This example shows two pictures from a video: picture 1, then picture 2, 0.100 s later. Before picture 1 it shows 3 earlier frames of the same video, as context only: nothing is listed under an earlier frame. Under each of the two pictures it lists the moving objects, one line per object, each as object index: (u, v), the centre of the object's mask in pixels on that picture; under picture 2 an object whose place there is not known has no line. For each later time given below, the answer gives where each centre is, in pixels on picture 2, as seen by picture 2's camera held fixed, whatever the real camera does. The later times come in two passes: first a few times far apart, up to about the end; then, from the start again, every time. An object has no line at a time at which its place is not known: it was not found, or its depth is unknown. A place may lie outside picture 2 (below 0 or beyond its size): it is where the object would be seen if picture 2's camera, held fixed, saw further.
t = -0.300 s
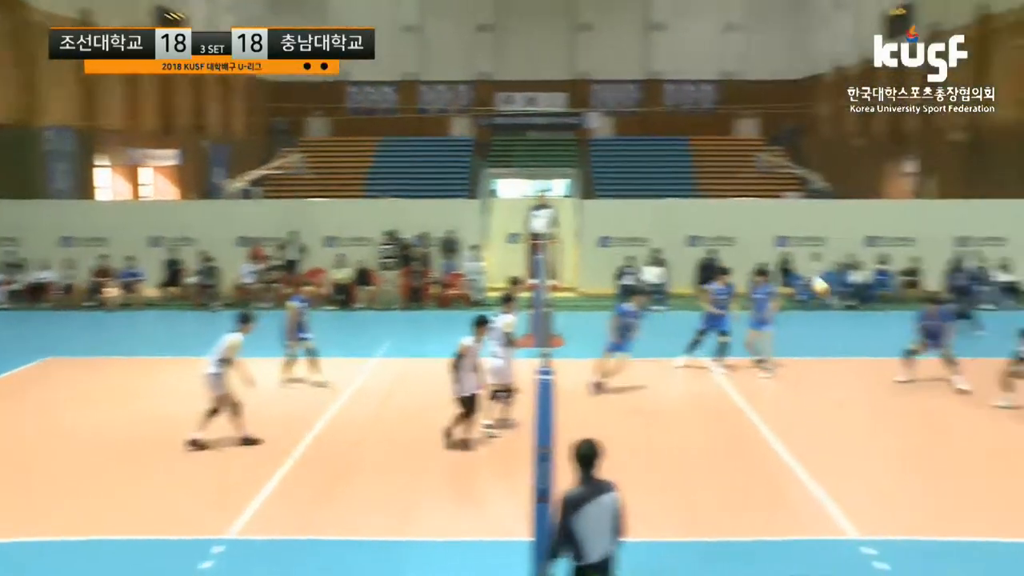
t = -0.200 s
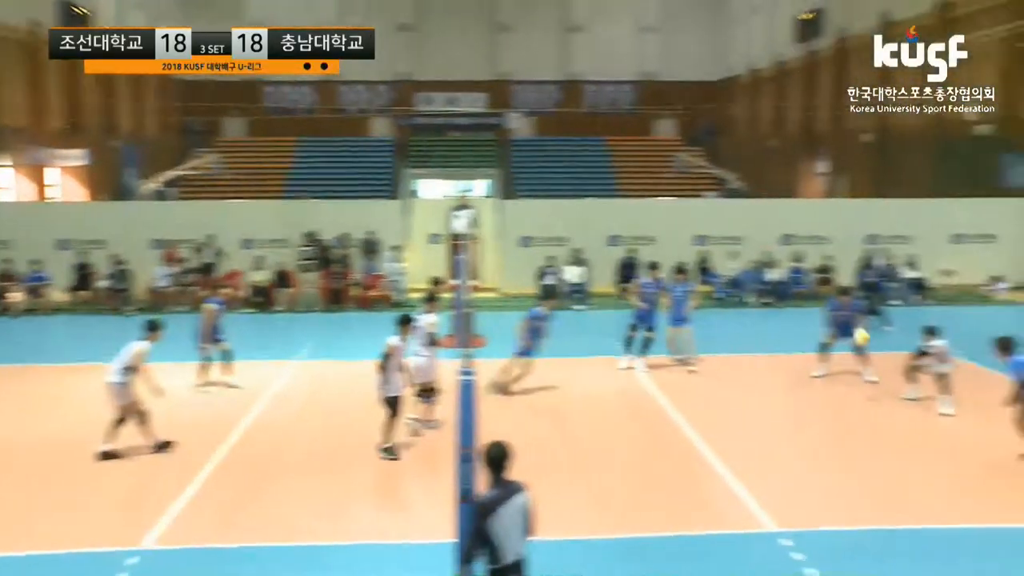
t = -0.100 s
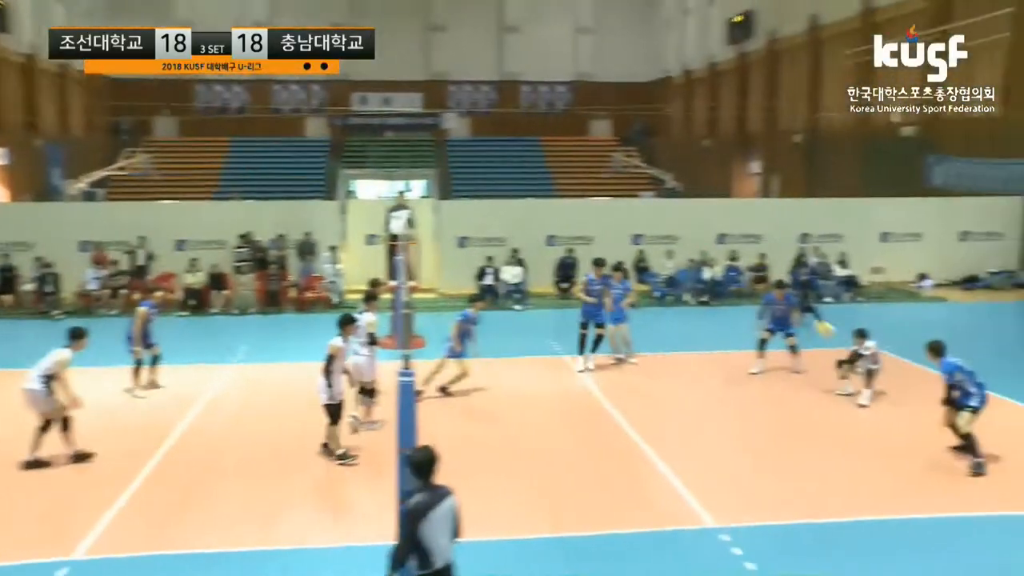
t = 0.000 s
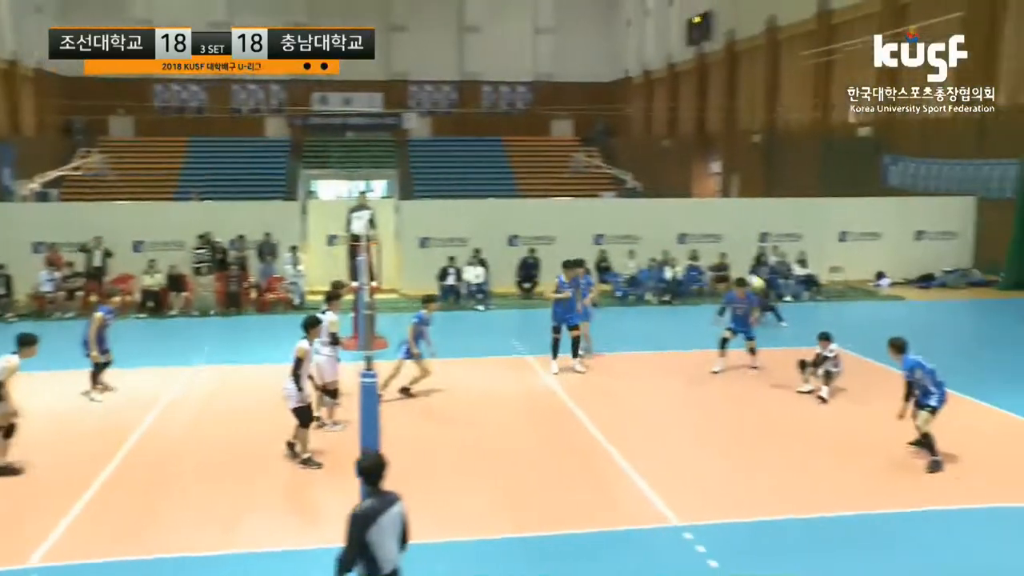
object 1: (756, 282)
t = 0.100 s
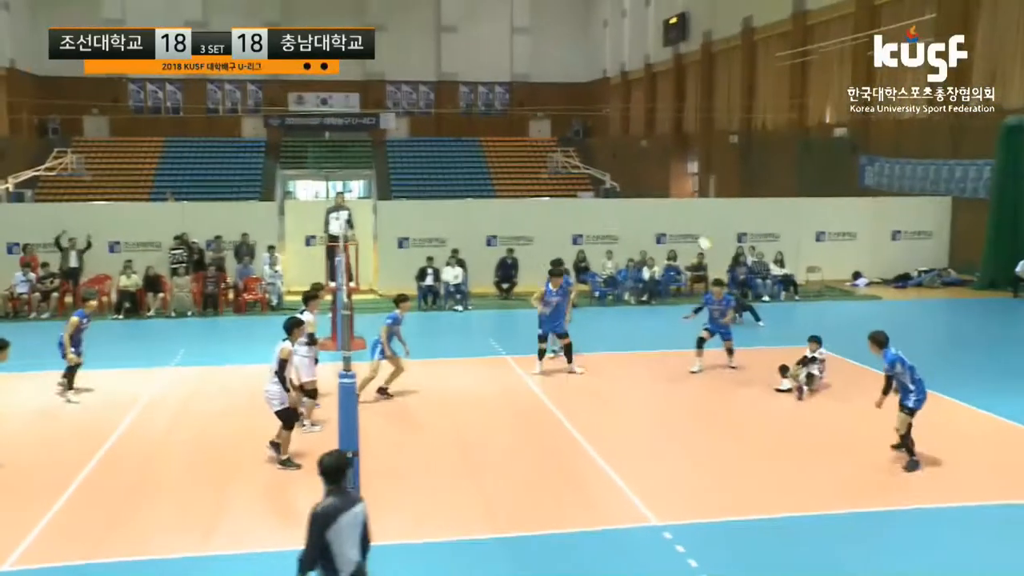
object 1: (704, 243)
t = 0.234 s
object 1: (666, 203)
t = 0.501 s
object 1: (595, 155)
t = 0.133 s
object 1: (695, 233)
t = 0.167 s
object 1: (686, 223)
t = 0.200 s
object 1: (676, 214)
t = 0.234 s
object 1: (666, 203)
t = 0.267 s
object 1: (658, 194)
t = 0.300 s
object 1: (649, 188)
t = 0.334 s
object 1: (640, 181)
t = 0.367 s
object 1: (630, 174)
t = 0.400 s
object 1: (622, 168)
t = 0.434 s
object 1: (613, 163)
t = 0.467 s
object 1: (603, 159)
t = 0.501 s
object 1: (595, 155)
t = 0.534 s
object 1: (585, 151)
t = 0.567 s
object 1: (576, 150)
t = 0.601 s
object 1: (565, 148)
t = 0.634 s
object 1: (556, 147)
